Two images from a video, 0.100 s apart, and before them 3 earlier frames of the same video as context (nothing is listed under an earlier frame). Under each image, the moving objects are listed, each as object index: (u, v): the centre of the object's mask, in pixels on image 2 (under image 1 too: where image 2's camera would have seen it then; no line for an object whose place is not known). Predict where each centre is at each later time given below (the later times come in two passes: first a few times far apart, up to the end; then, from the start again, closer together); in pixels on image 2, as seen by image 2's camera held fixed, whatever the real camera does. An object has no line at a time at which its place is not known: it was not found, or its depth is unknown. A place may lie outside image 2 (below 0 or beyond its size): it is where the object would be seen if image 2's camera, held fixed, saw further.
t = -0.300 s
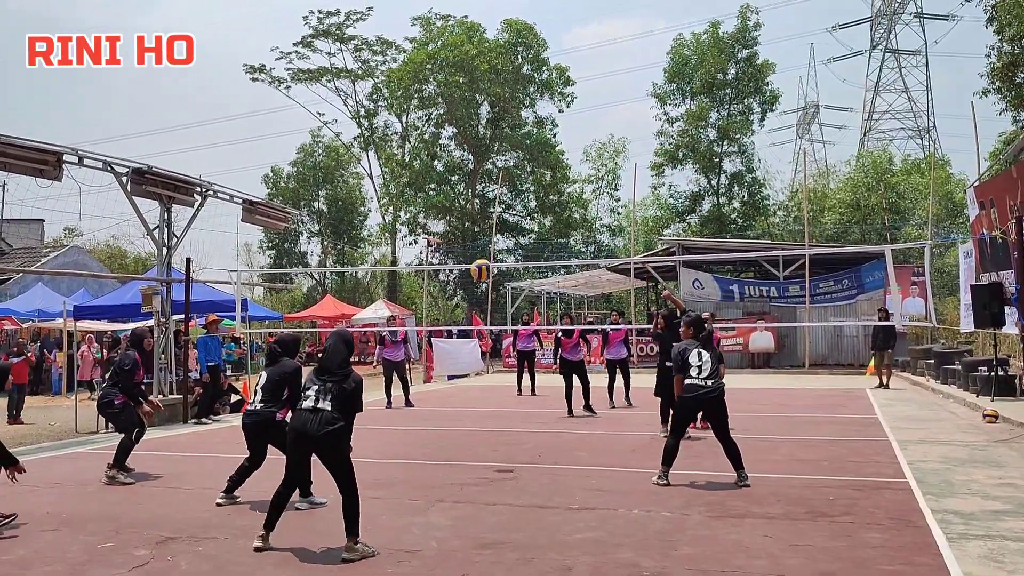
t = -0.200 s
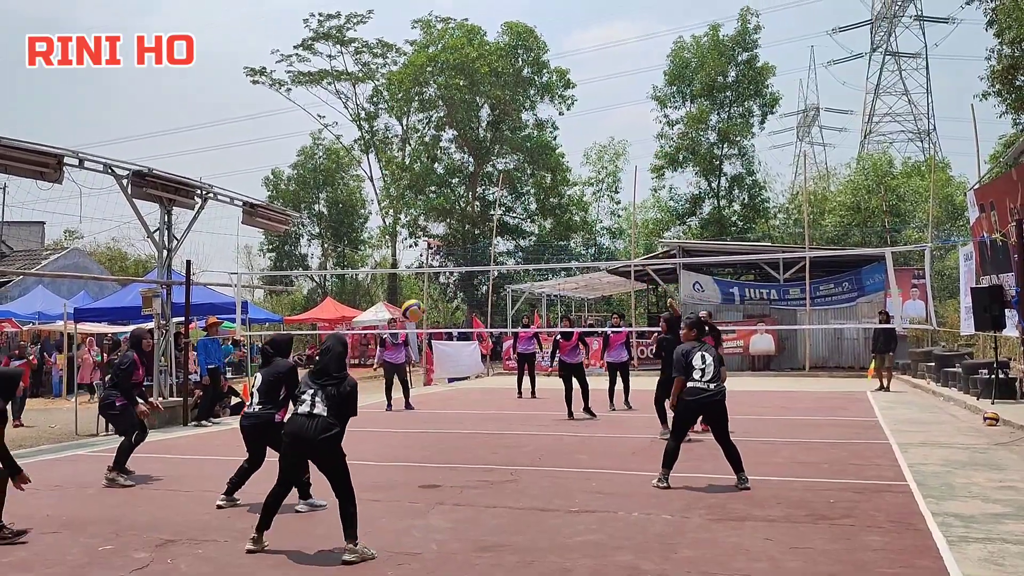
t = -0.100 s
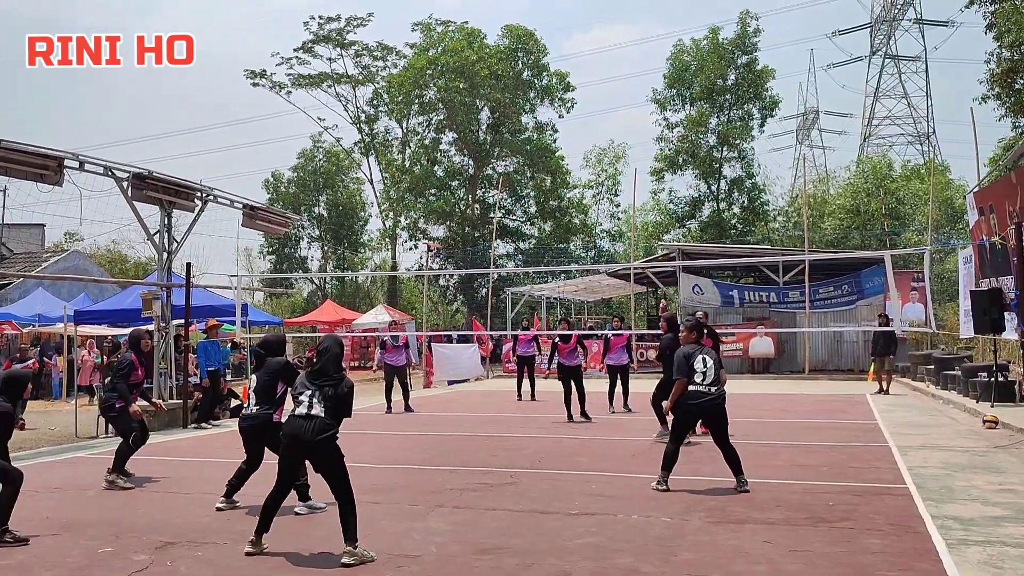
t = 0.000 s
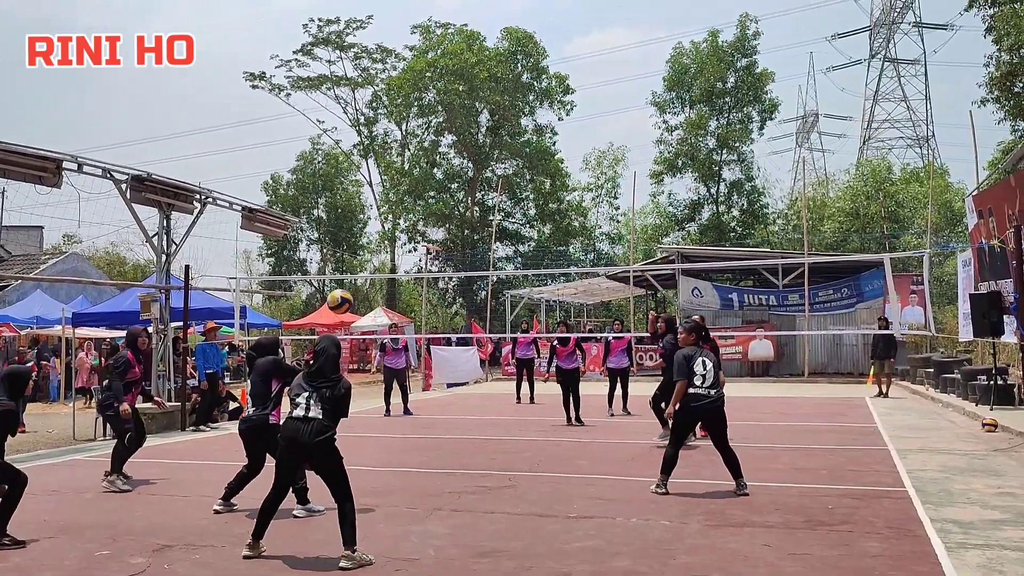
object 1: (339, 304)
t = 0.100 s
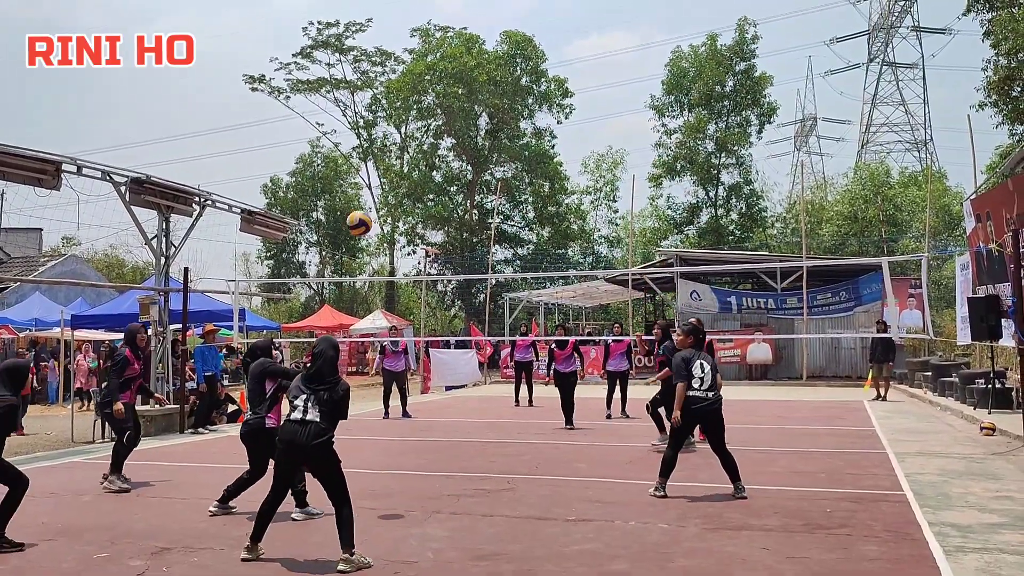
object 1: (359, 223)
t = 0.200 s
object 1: (380, 153)
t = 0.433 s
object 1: (426, 36)
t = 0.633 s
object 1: (465, -10)
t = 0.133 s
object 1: (366, 199)
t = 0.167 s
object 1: (372, 176)
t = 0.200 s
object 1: (380, 153)
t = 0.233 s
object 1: (386, 134)
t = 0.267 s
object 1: (393, 115)
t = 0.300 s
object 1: (399, 95)
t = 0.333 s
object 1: (407, 80)
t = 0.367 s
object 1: (413, 64)
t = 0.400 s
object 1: (418, 48)
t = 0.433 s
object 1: (426, 36)
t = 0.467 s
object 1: (432, 24)
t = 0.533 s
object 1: (445, 4)
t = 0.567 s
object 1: (452, -3)
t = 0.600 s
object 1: (459, -7)
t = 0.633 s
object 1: (465, -10)
